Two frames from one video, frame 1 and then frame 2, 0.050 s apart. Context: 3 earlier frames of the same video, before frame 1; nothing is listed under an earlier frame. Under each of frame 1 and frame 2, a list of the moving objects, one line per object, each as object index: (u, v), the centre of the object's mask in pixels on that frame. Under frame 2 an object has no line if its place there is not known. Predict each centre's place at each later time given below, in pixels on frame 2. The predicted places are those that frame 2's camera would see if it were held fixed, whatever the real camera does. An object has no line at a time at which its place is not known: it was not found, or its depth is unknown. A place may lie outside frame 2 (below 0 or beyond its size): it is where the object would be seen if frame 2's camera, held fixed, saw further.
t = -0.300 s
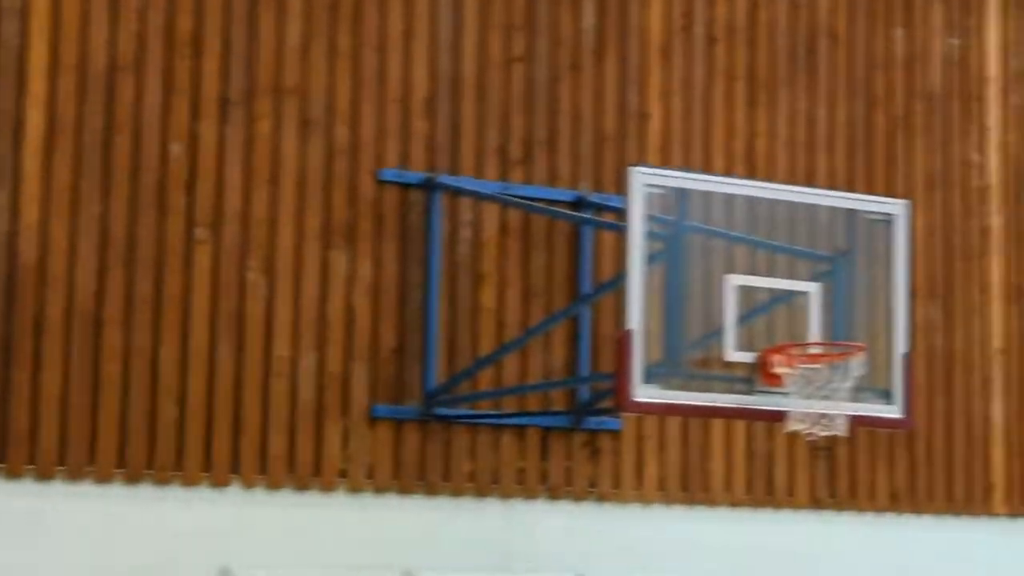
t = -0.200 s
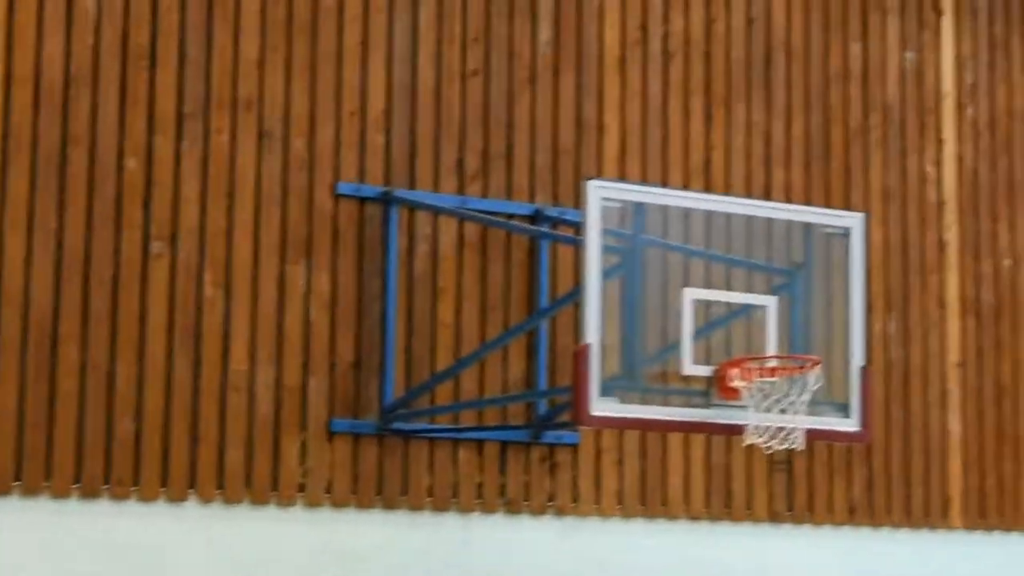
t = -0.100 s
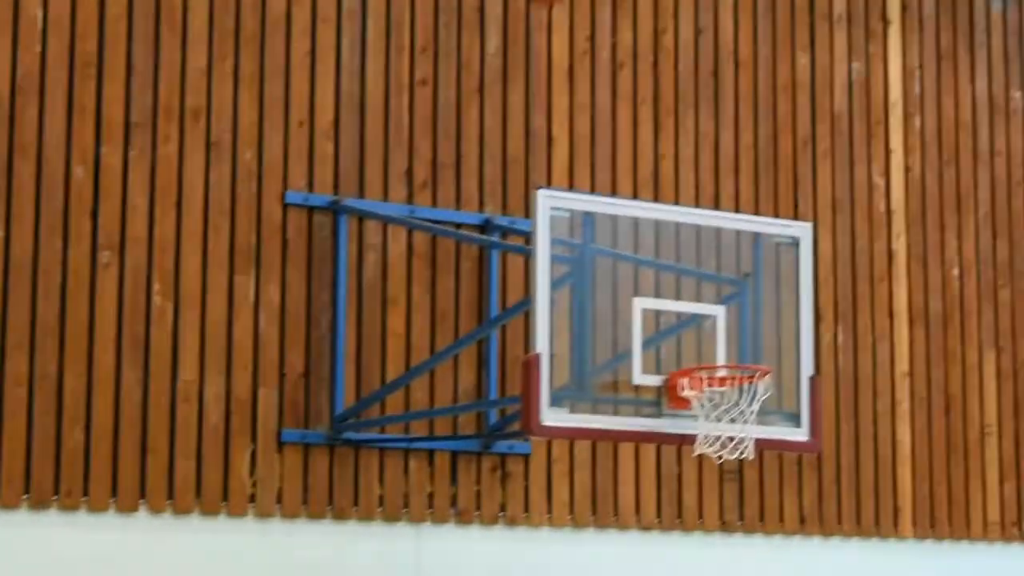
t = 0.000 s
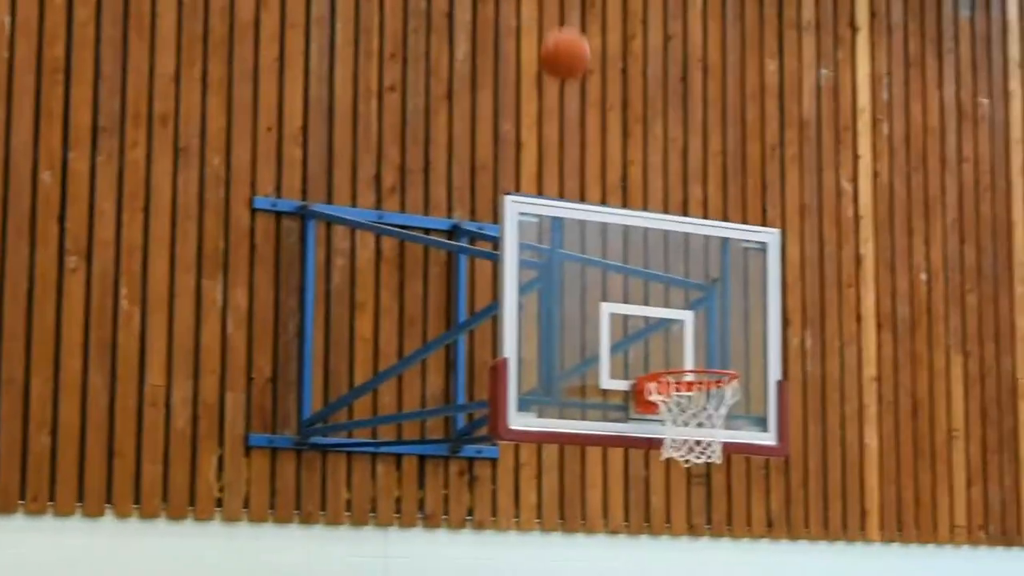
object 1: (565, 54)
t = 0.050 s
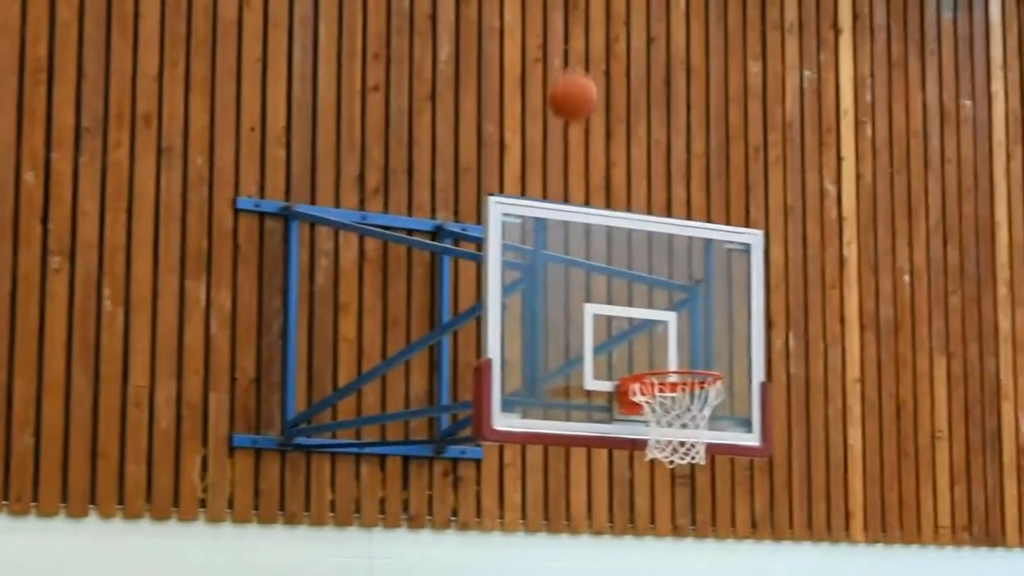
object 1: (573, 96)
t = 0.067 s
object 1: (581, 110)
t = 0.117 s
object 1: (604, 155)
